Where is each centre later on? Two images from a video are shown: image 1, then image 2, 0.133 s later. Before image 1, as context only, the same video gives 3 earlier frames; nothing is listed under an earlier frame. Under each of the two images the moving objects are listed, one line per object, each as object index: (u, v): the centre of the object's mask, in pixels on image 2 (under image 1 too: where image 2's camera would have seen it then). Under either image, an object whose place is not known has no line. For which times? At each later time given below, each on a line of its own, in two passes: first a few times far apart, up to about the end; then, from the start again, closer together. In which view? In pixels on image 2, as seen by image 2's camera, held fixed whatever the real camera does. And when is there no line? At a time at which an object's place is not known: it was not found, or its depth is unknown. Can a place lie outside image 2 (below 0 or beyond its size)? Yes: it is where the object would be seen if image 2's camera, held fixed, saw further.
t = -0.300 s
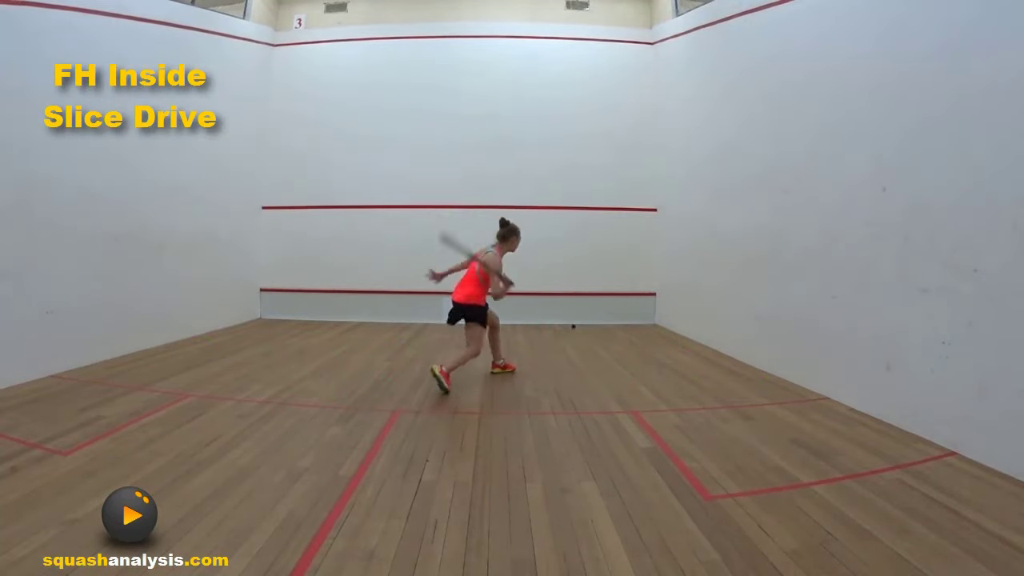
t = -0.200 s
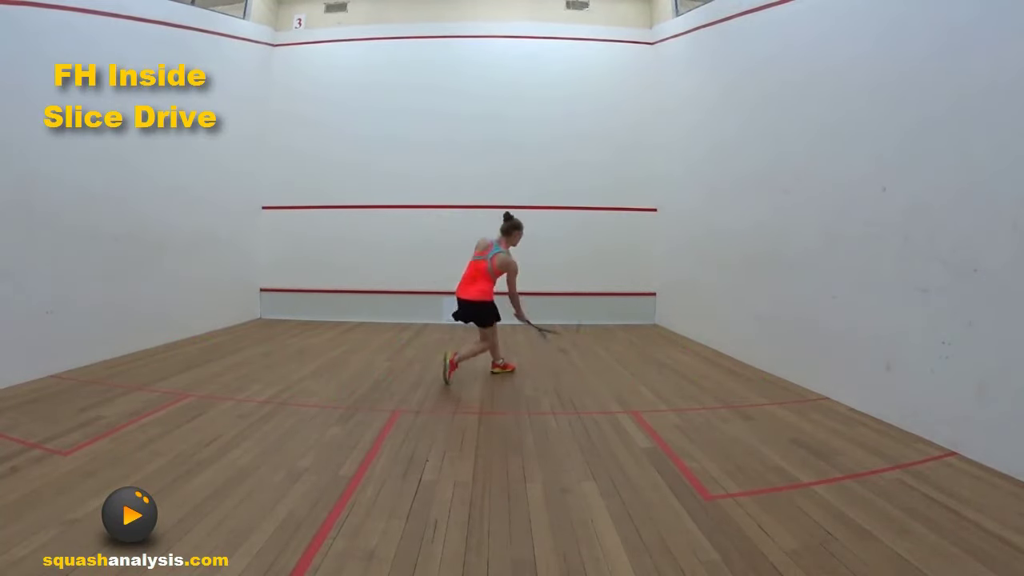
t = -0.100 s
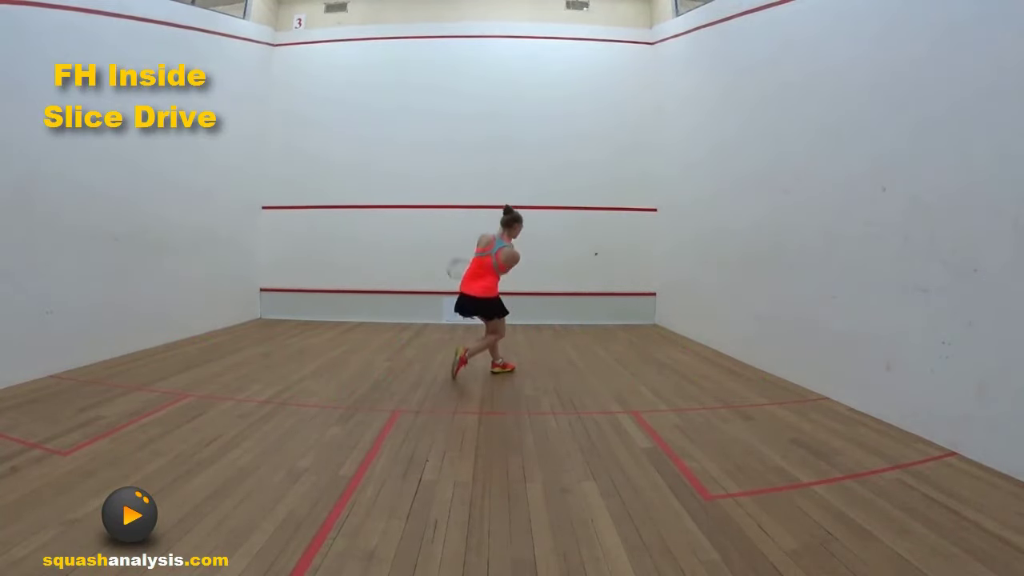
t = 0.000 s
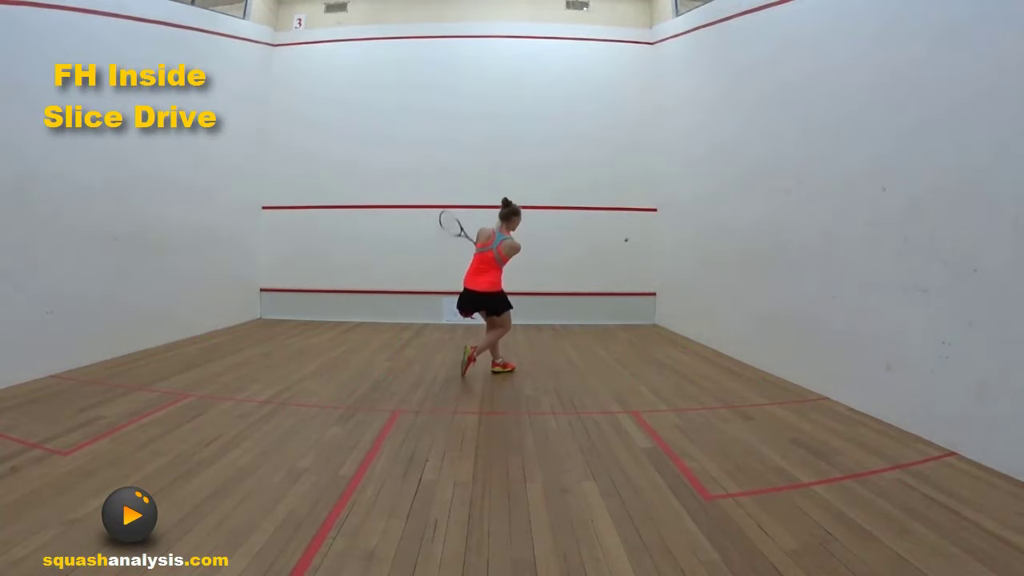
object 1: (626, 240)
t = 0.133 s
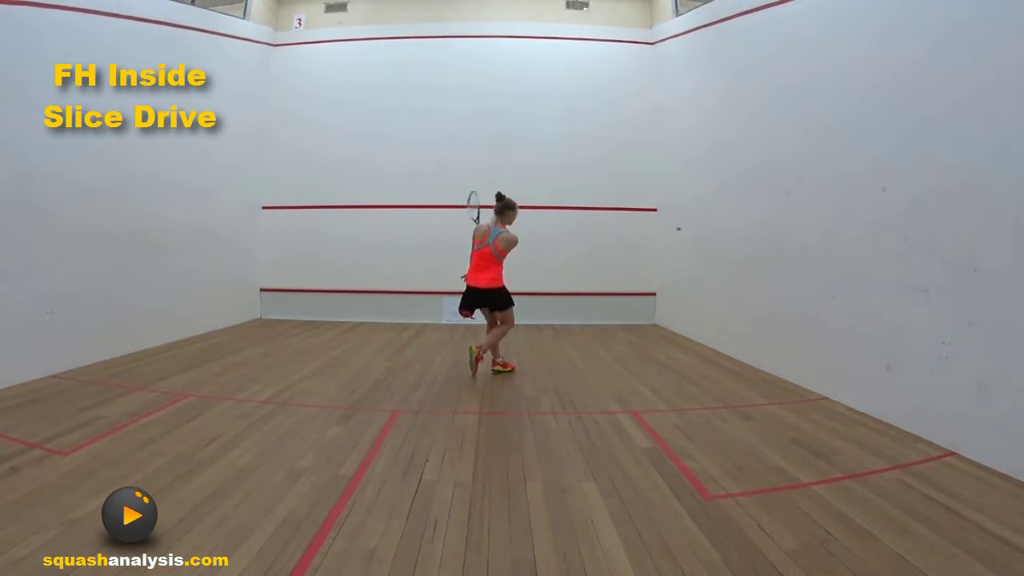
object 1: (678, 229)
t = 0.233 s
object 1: (730, 229)
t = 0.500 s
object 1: (811, 285)
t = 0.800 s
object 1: (872, 447)
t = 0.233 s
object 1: (730, 229)
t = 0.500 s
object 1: (811, 285)
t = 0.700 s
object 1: (856, 454)
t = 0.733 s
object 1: (861, 470)
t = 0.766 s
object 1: (867, 458)
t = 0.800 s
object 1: (872, 447)
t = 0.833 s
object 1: (876, 438)
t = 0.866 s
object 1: (881, 430)
